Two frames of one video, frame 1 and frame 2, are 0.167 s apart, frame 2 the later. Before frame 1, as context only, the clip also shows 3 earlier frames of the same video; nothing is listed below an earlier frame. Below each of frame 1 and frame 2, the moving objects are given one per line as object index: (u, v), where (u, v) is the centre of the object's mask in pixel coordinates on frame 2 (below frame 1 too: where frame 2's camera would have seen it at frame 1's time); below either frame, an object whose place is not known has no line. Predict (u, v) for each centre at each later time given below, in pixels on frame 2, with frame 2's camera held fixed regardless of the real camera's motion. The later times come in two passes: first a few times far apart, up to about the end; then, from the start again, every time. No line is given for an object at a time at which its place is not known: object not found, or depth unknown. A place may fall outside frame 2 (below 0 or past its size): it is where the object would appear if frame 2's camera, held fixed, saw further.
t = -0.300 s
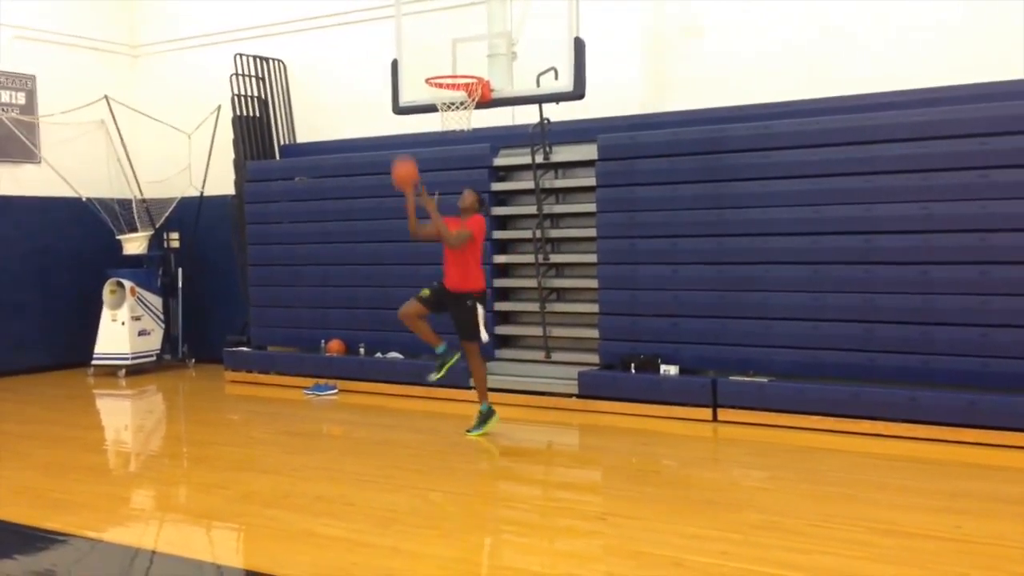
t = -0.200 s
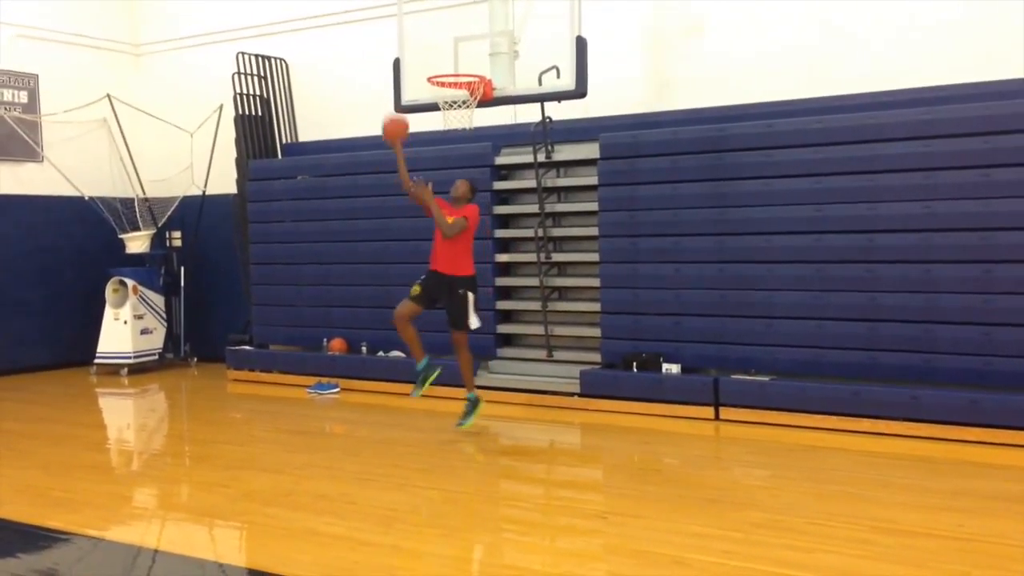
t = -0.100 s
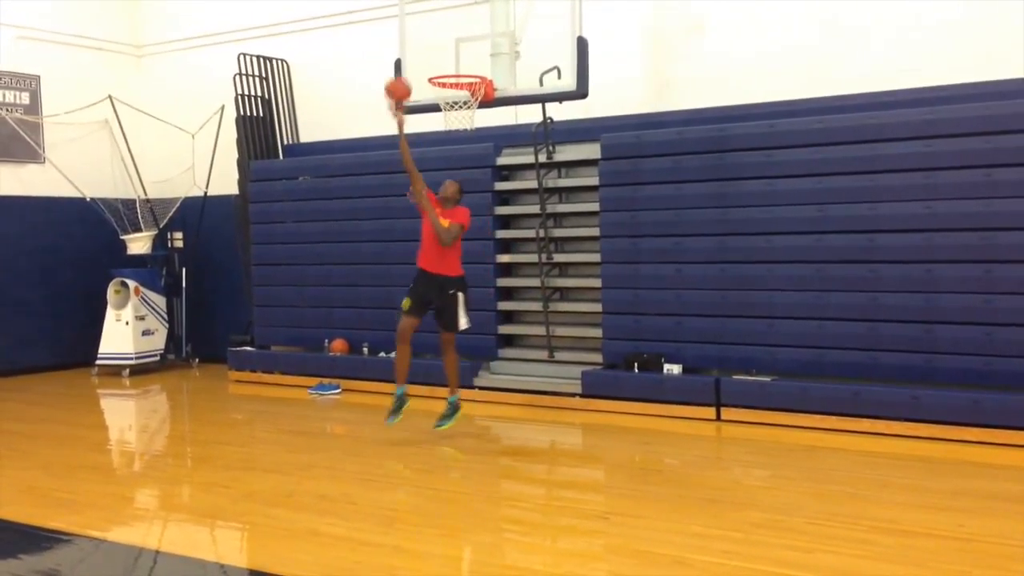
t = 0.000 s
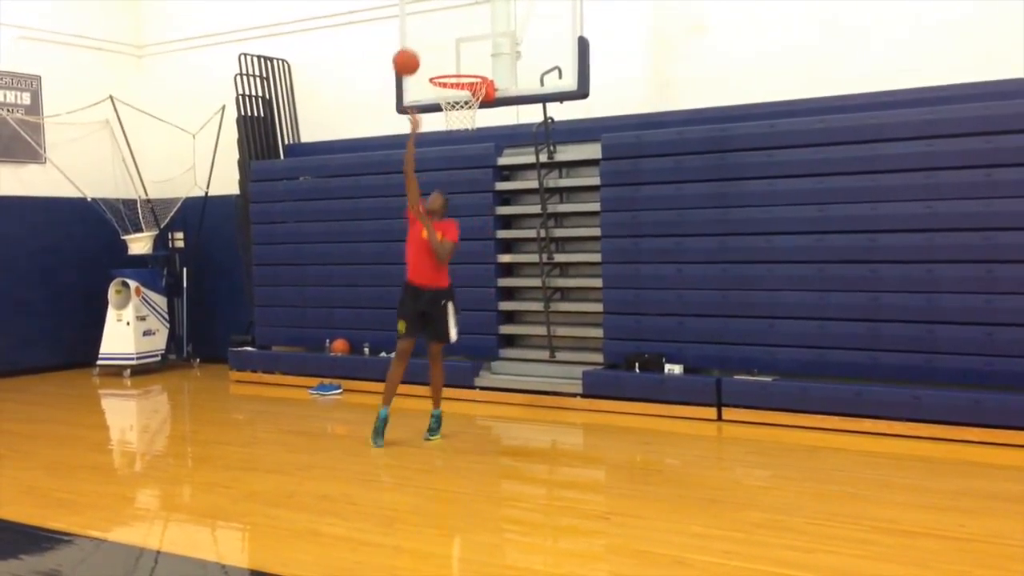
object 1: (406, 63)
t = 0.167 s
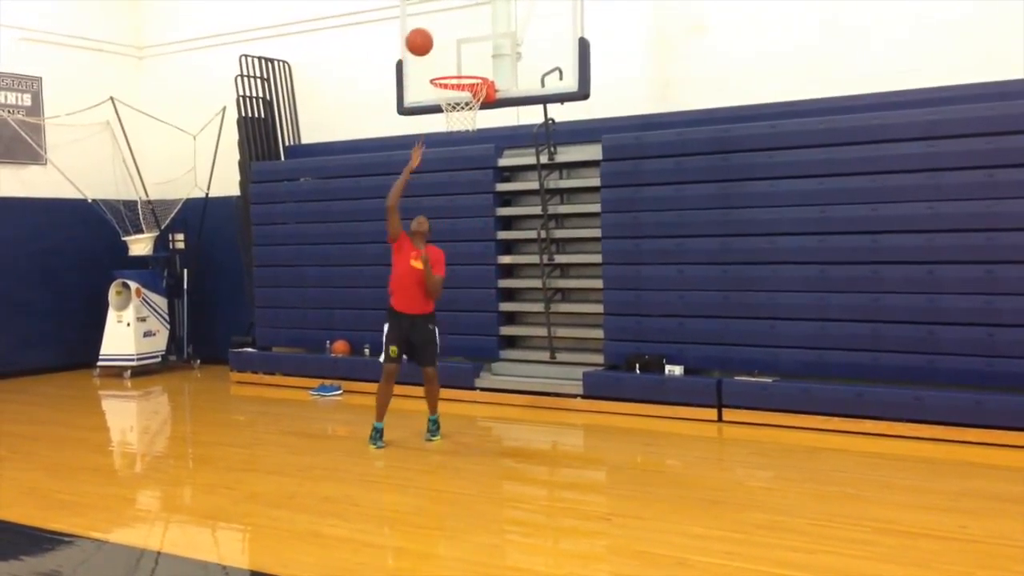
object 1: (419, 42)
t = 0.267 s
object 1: (427, 45)
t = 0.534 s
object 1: (450, 64)
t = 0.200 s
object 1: (422, 41)
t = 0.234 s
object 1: (424, 42)
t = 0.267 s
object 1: (427, 45)
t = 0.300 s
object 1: (430, 49)
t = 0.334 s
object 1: (433, 54)
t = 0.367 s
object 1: (436, 60)
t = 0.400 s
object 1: (438, 65)
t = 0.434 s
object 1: (441, 64)
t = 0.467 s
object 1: (444, 63)
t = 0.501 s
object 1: (447, 64)
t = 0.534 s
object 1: (450, 64)
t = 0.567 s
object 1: (453, 66)
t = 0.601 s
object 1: (456, 72)
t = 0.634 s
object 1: (460, 78)
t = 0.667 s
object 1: (463, 86)
